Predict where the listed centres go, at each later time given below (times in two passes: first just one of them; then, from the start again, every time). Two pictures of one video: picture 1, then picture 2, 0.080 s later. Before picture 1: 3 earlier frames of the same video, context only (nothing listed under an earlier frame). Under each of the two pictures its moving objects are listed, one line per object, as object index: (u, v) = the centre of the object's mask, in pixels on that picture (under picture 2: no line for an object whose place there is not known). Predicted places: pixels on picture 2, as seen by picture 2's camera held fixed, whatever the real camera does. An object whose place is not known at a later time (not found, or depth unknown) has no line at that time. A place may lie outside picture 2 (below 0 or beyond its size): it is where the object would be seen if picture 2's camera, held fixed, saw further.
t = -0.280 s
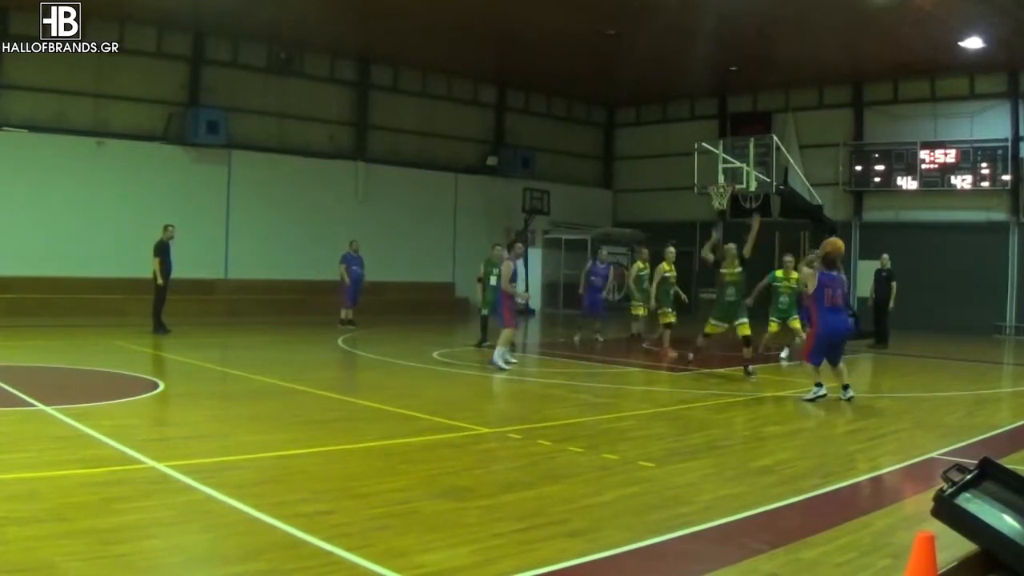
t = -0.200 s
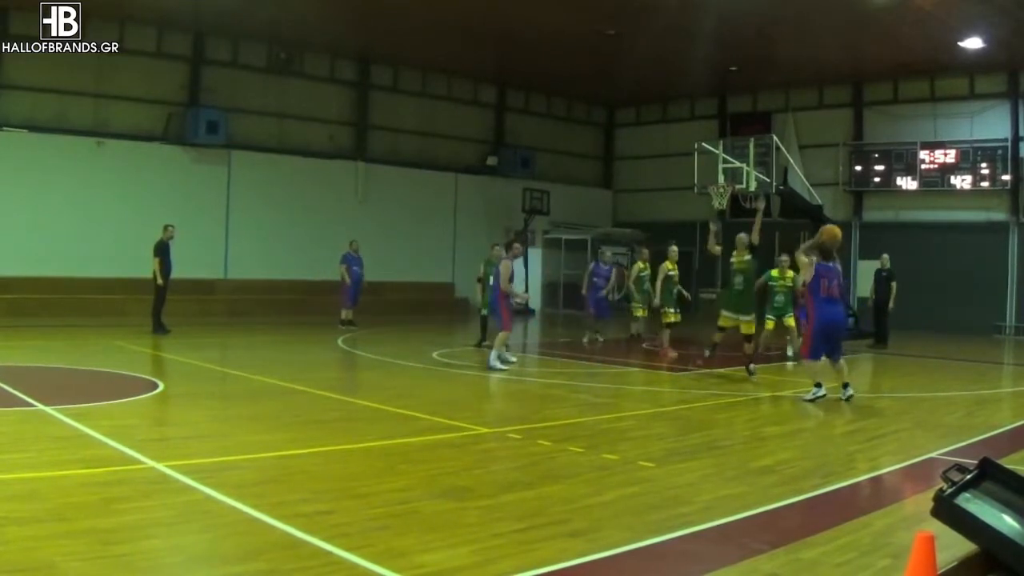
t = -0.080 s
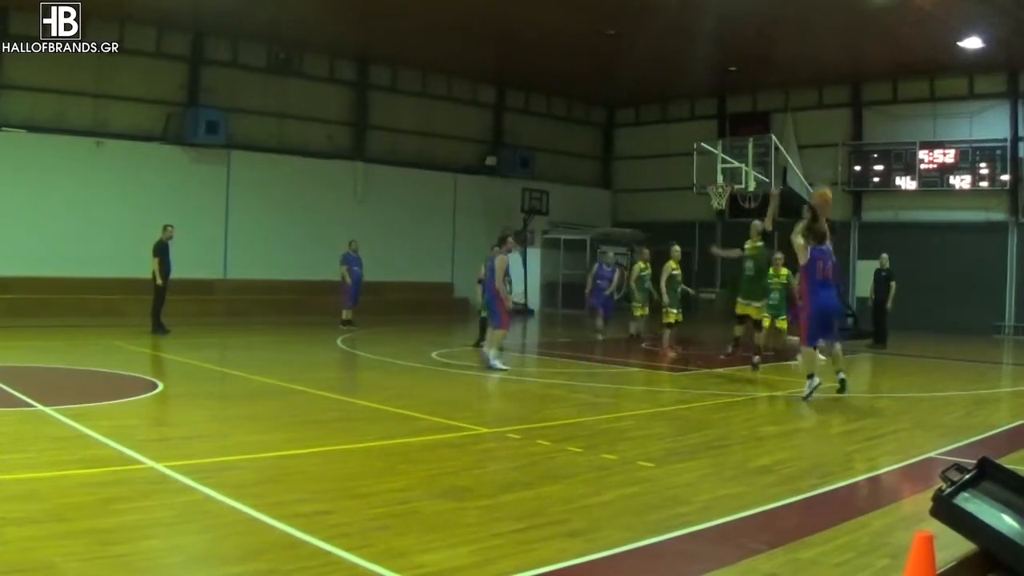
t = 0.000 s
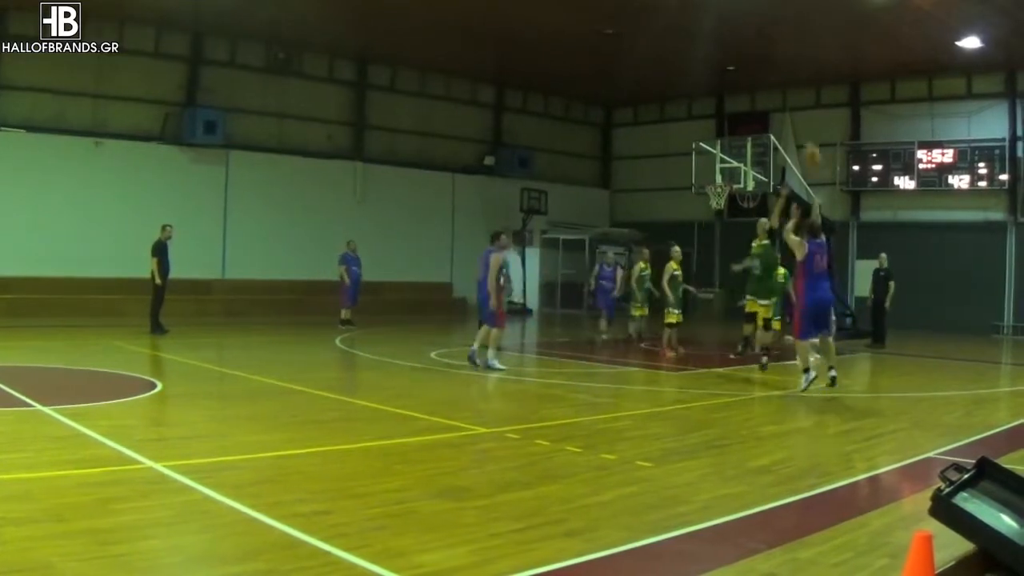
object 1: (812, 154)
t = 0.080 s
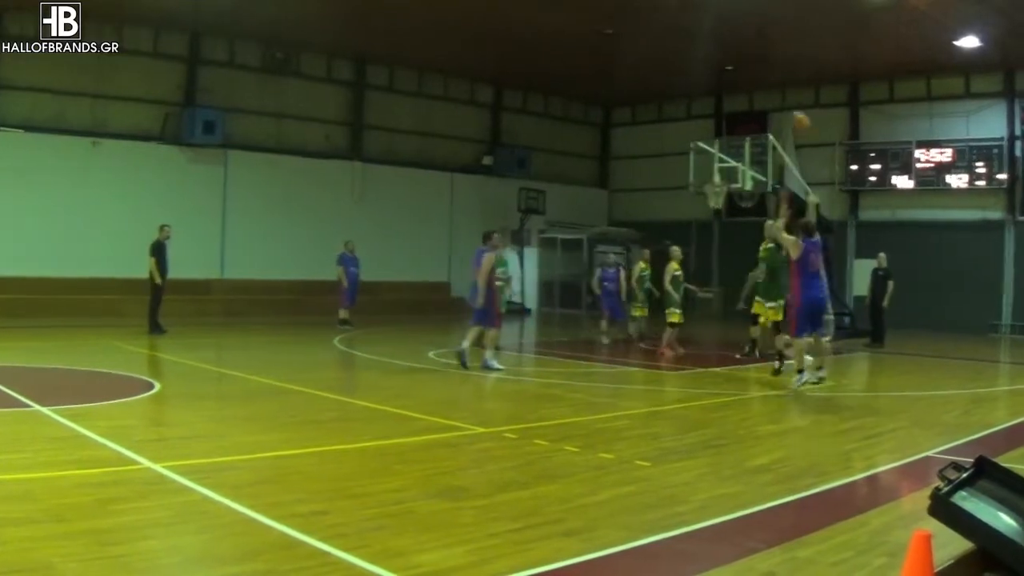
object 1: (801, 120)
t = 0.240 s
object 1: (778, 80)
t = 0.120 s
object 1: (795, 107)
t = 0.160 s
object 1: (791, 98)
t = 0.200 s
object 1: (785, 88)
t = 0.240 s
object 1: (778, 80)
